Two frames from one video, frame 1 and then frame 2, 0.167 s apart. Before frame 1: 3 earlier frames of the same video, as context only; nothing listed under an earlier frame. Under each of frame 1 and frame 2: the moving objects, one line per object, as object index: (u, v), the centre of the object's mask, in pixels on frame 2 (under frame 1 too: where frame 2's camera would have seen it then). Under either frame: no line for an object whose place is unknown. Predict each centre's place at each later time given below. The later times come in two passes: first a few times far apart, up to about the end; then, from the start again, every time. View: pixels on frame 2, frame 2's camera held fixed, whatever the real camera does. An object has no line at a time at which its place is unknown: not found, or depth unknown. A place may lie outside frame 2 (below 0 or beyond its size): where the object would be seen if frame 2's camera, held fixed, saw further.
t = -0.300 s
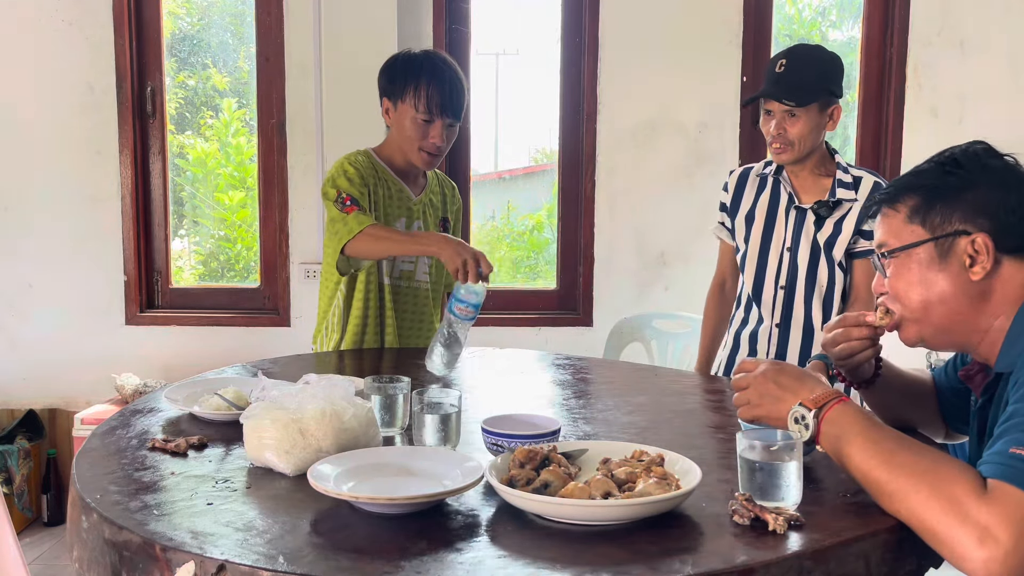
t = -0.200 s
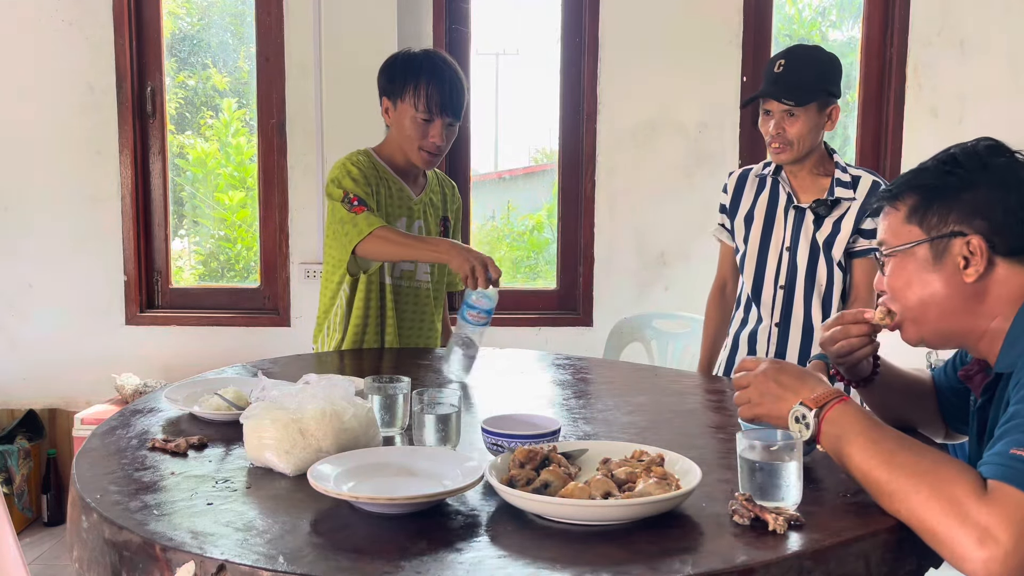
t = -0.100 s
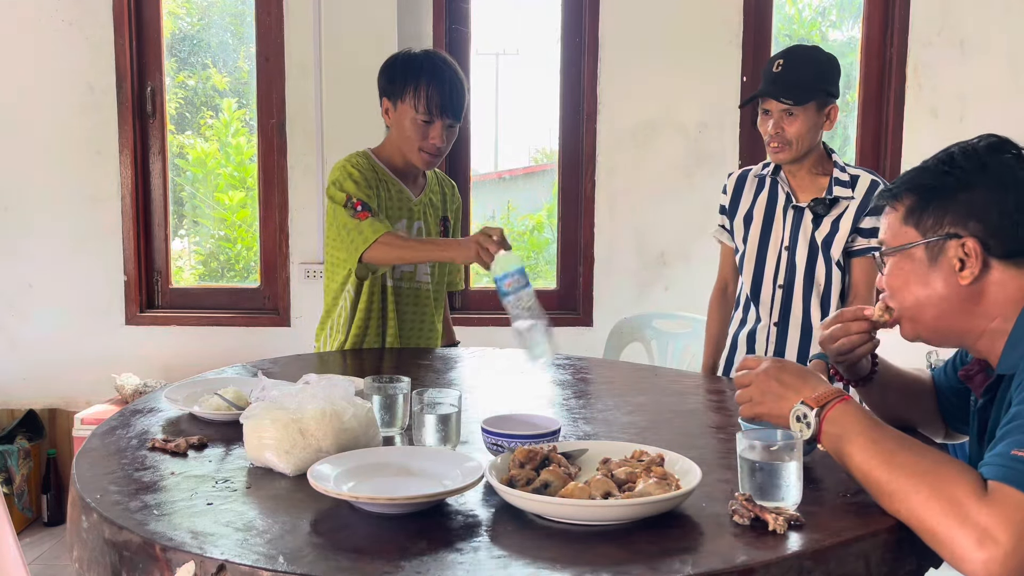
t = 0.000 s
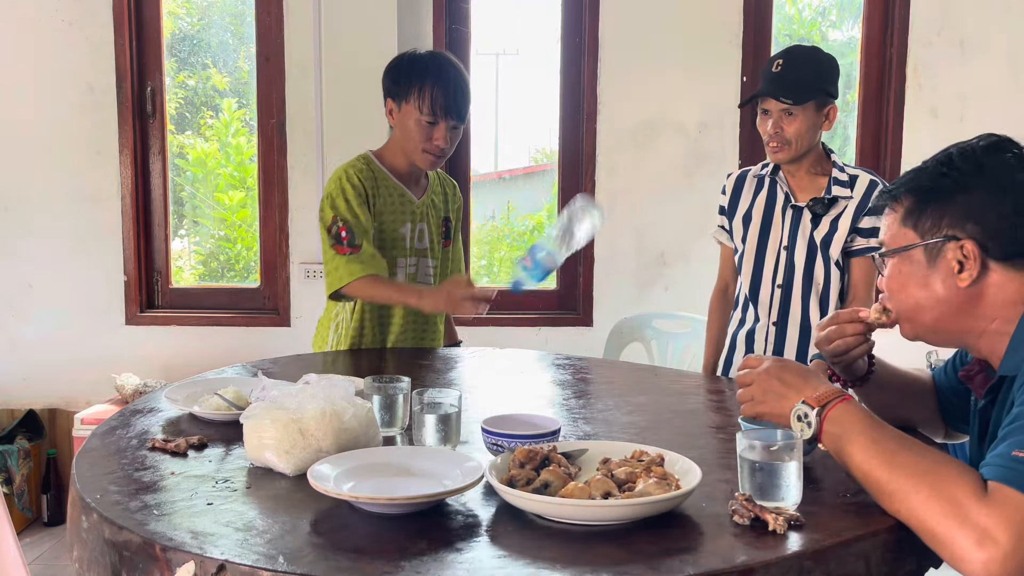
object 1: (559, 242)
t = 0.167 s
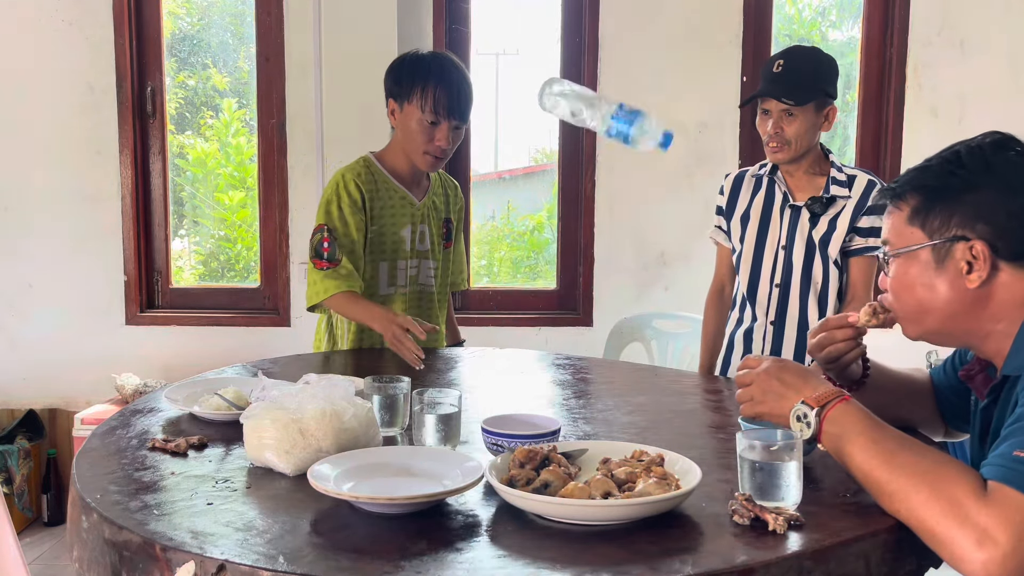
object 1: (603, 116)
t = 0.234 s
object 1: (608, 107)
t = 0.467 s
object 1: (616, 302)
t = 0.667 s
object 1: (627, 407)
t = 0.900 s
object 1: (624, 409)
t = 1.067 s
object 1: (623, 409)
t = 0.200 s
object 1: (605, 108)
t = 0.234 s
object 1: (608, 107)
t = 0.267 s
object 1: (609, 114)
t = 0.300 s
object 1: (610, 128)
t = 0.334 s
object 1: (611, 149)
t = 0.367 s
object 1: (612, 176)
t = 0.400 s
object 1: (613, 211)
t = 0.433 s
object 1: (614, 253)
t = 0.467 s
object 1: (616, 302)
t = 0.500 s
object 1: (617, 354)
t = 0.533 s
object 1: (624, 360)
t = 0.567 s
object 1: (627, 374)
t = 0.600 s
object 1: (628, 397)
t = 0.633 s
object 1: (626, 407)
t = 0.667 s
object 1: (627, 407)
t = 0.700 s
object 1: (628, 408)
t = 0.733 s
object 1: (627, 408)
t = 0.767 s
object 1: (627, 409)
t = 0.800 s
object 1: (627, 408)
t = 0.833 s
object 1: (626, 408)
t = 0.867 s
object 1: (625, 409)
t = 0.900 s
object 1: (624, 409)
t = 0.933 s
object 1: (623, 409)
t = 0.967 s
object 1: (623, 409)
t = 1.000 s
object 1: (622, 409)
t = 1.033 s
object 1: (623, 409)
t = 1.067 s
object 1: (623, 409)
